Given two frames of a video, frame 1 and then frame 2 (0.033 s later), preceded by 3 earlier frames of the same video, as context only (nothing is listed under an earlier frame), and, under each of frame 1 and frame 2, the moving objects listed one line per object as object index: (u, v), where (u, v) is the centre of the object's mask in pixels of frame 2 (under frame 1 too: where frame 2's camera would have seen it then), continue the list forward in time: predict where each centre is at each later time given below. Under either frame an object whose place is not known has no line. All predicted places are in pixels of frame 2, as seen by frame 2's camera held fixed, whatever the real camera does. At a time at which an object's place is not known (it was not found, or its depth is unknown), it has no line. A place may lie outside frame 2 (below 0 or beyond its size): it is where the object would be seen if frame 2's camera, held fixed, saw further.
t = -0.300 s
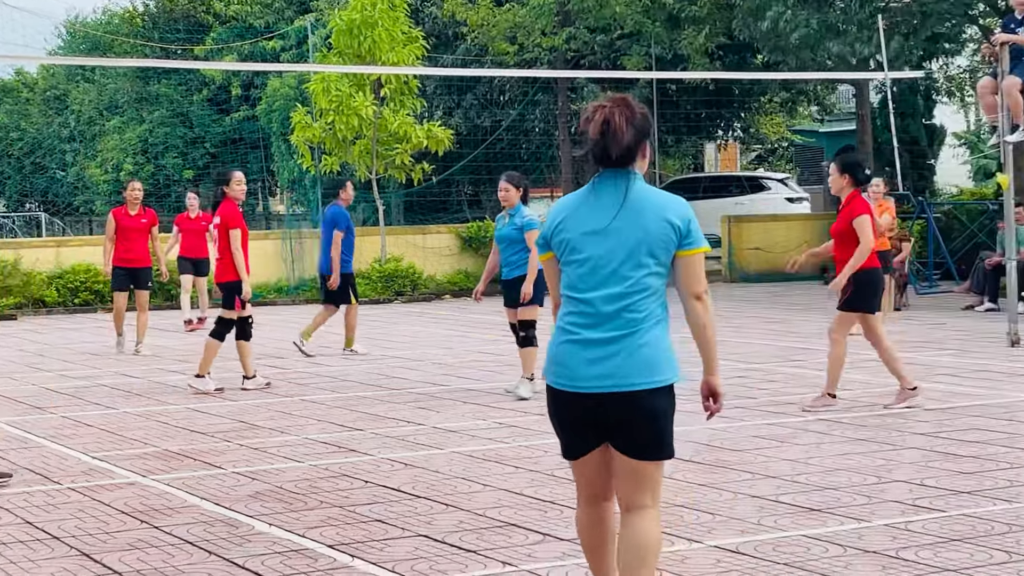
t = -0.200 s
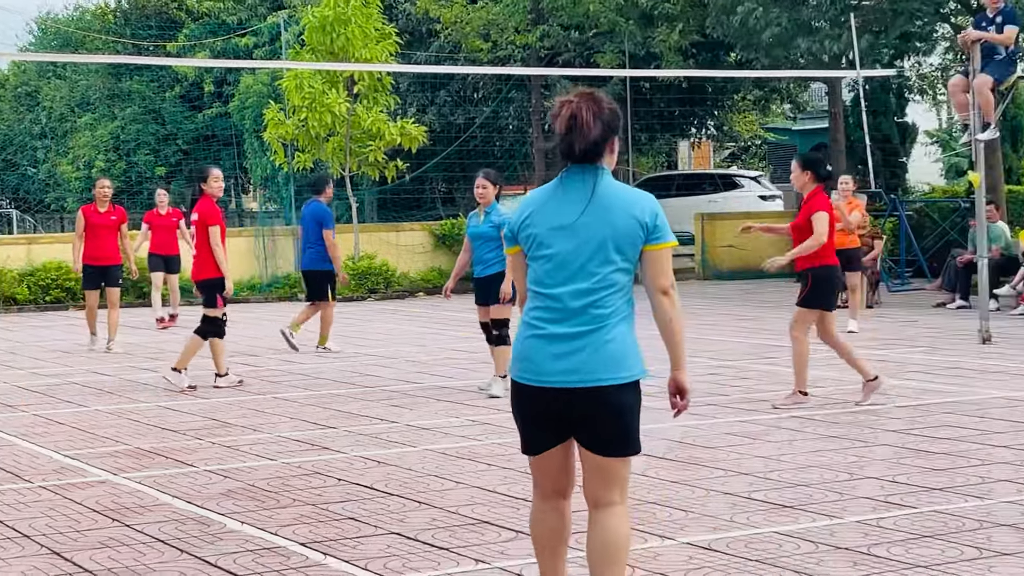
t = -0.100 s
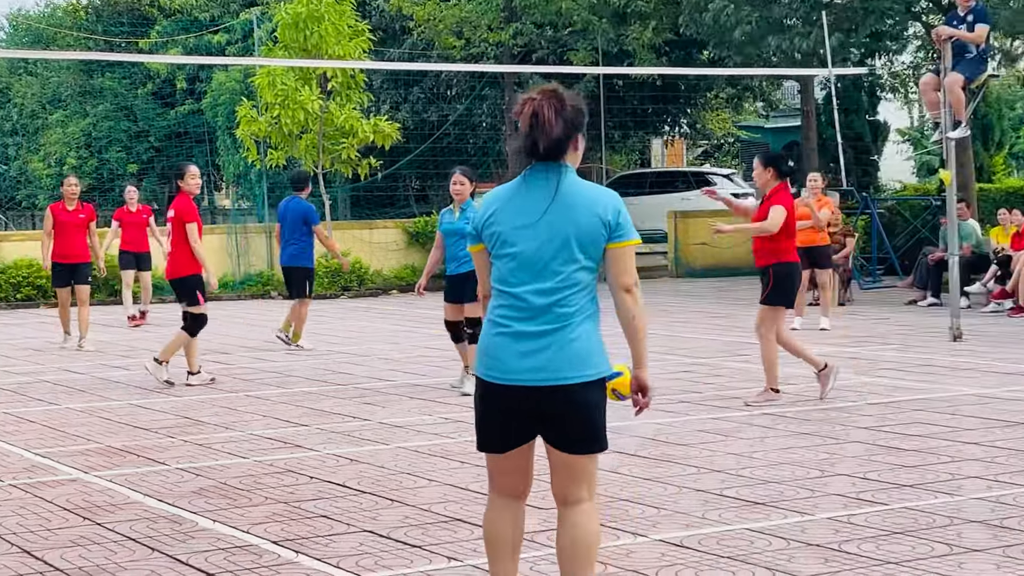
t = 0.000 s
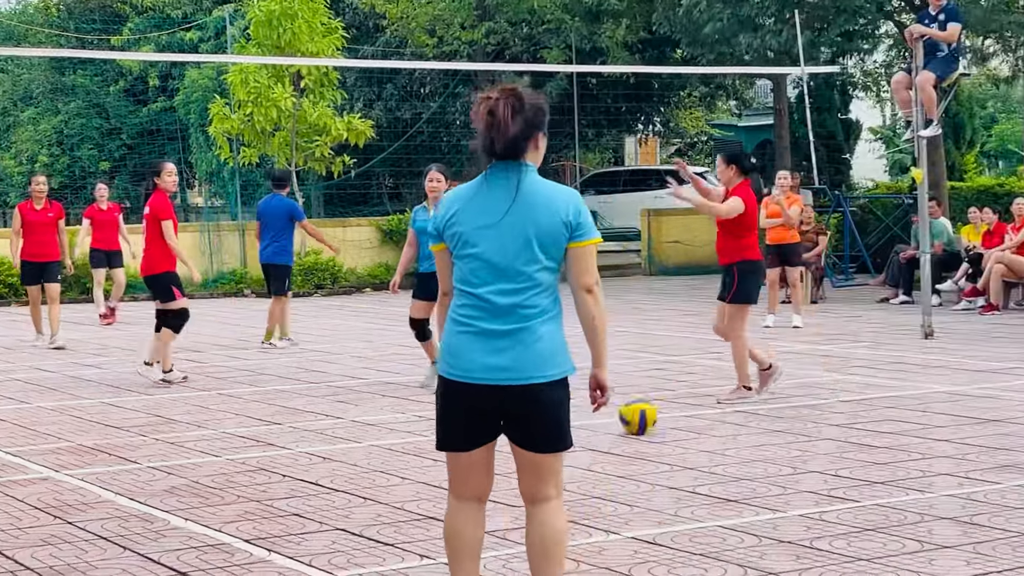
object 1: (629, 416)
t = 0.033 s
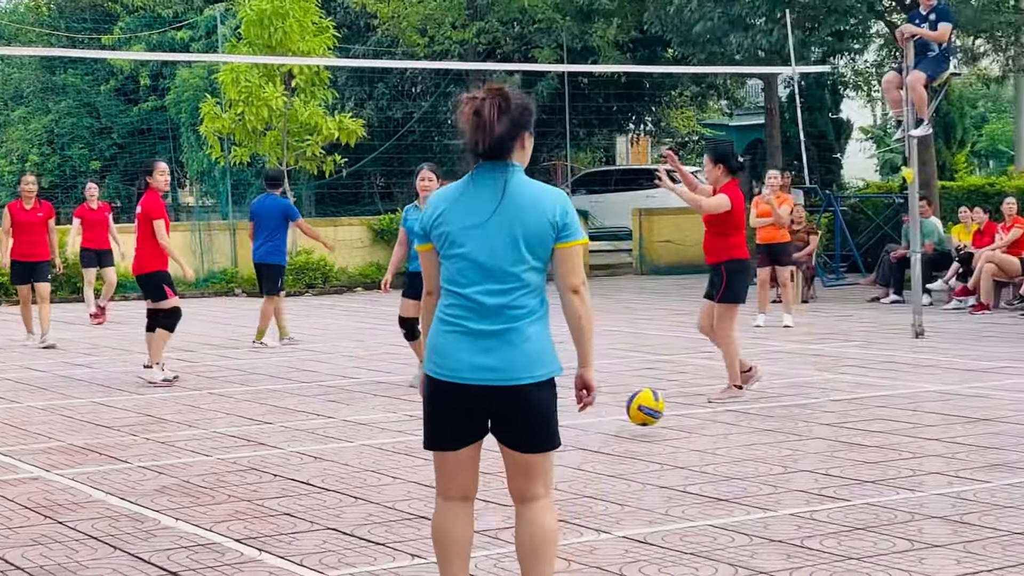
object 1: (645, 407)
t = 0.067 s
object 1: (661, 402)
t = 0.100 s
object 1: (679, 399)
